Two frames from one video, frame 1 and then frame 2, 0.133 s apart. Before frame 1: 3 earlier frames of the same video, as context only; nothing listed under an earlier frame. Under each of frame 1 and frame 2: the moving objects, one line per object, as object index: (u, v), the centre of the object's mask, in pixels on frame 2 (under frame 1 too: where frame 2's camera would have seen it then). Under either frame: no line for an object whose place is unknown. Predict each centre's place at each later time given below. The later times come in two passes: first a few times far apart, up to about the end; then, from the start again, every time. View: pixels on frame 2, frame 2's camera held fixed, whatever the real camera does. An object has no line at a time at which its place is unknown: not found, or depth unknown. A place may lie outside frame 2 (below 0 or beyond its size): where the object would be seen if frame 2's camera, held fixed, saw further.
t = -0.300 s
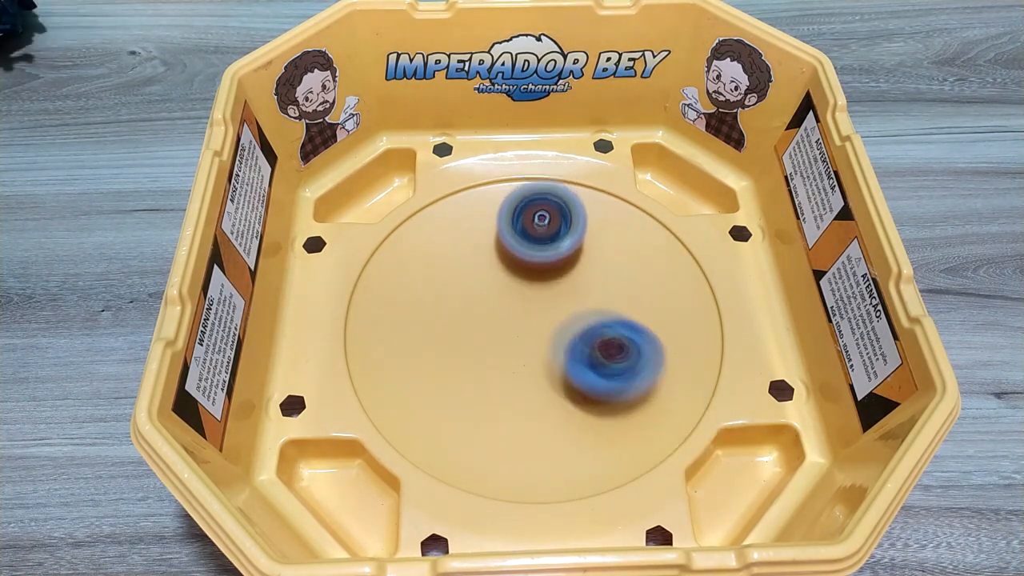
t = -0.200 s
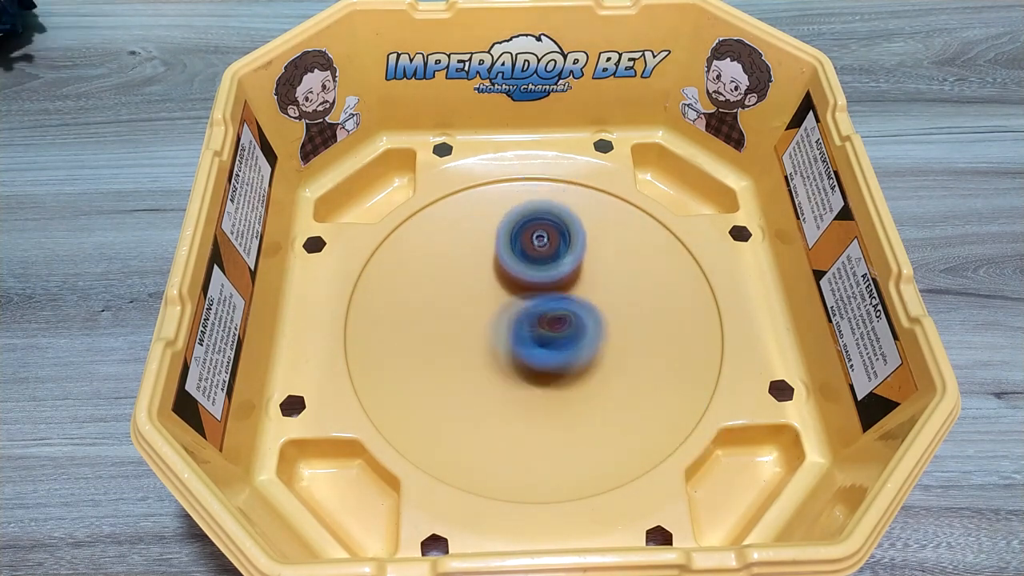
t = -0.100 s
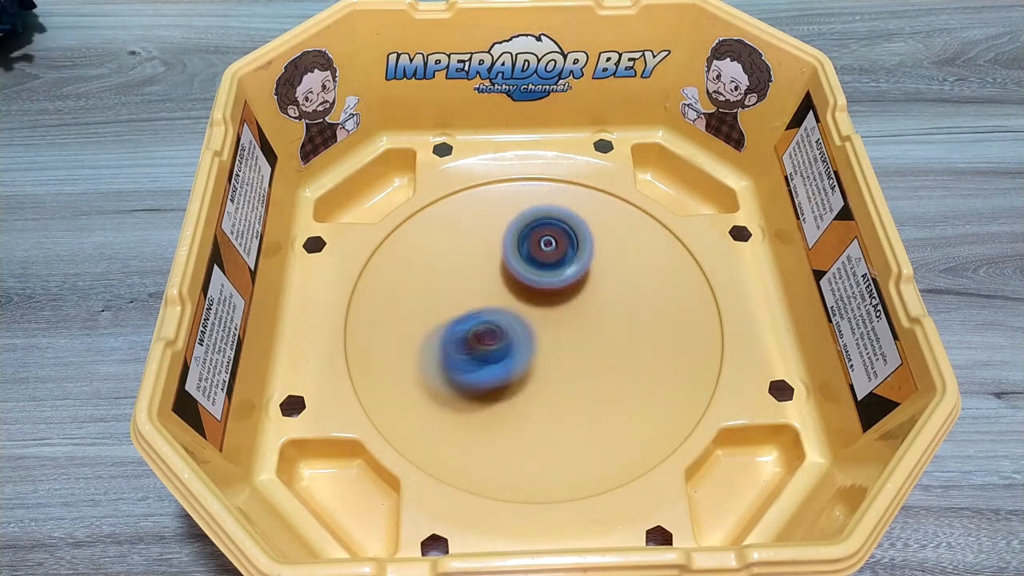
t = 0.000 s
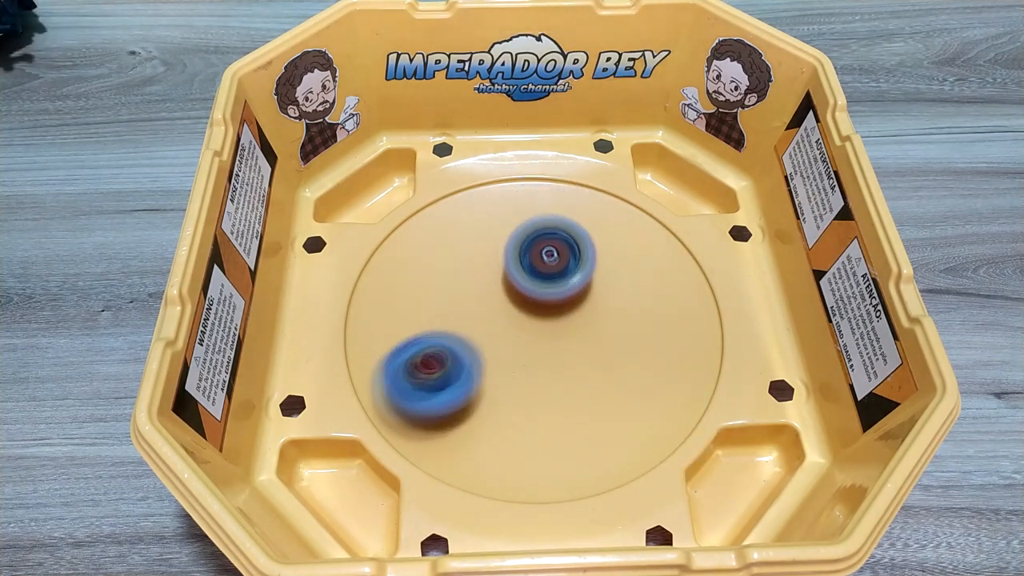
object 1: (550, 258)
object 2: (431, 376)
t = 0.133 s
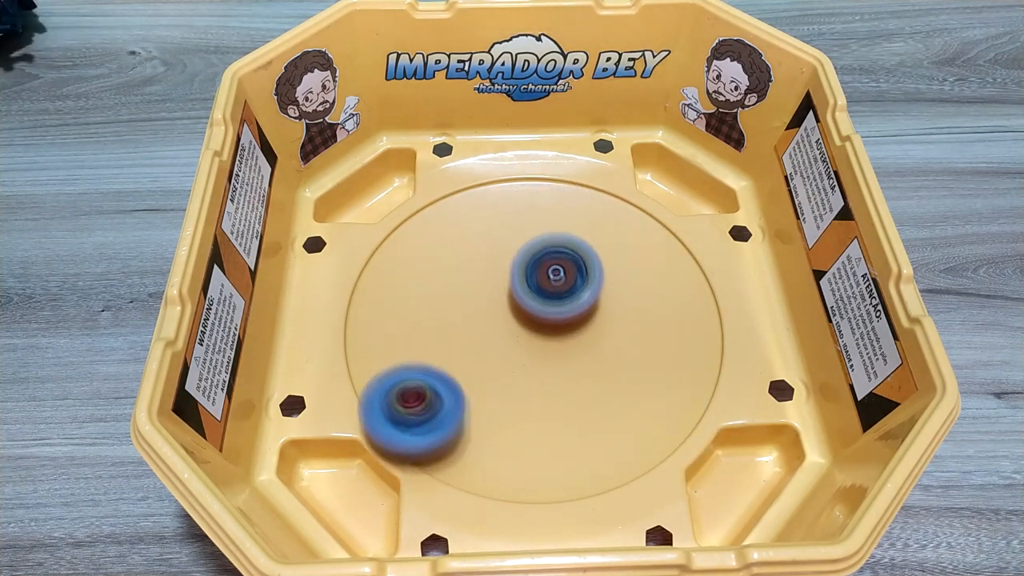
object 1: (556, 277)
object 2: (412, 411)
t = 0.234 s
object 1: (562, 292)
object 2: (442, 427)
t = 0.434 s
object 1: (572, 317)
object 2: (520, 403)
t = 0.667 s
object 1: (602, 282)
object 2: (469, 341)
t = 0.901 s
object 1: (567, 301)
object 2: (427, 310)
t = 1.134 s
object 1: (554, 336)
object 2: (412, 321)
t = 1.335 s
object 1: (560, 353)
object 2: (466, 316)
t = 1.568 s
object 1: (566, 354)
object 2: (491, 250)
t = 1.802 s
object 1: (548, 342)
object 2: (462, 230)
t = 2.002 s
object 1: (537, 362)
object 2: (472, 265)
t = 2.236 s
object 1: (575, 395)
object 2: (510, 241)
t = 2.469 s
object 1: (573, 359)
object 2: (544, 240)
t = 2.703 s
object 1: (541, 337)
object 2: (572, 255)
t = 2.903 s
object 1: (504, 339)
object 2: (605, 260)
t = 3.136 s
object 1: (486, 337)
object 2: (607, 278)
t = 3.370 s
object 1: (481, 327)
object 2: (605, 326)
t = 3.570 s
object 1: (487, 312)
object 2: (620, 353)
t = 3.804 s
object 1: (500, 297)
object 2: (599, 351)
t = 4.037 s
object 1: (490, 264)
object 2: (580, 398)
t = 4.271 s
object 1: (504, 275)
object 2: (580, 381)
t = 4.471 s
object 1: (520, 234)
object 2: (545, 445)
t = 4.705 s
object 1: (519, 232)
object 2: (574, 445)
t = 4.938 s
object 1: (520, 251)
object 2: (533, 371)
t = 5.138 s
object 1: (535, 275)
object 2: (450, 343)
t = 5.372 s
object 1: (541, 306)
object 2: (394, 349)
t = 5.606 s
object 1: (545, 327)
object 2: (447, 352)
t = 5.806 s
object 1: (596, 333)
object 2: (414, 310)
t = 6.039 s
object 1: (581, 341)
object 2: (424, 287)
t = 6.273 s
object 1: (553, 341)
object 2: (486, 264)
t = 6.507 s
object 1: (528, 330)
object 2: (536, 234)
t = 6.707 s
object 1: (519, 316)
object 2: (553, 224)
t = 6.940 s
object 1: (487, 349)
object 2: (596, 209)
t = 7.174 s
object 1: (500, 340)
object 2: (583, 221)
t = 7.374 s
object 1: (495, 331)
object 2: (606, 286)
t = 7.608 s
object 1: (490, 330)
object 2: (637, 348)
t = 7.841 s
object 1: (501, 324)
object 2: (637, 396)
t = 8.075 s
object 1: (520, 320)
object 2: (582, 408)
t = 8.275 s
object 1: (532, 312)
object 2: (510, 405)
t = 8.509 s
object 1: (535, 313)
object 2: (444, 384)
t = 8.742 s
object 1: (535, 314)
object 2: (420, 343)
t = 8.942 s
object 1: (537, 314)
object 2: (433, 299)
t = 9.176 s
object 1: (538, 318)
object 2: (463, 252)
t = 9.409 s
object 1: (531, 321)
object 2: (500, 229)
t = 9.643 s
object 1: (517, 335)
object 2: (561, 228)
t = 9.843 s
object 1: (507, 341)
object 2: (598, 225)
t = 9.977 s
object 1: (514, 335)
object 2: (609, 246)
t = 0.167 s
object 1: (557, 282)
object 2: (418, 417)
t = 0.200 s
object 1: (560, 287)
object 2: (429, 423)
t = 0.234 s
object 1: (562, 292)
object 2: (442, 427)
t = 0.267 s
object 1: (564, 298)
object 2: (457, 430)
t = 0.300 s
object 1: (565, 302)
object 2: (476, 431)
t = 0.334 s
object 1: (567, 307)
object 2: (490, 429)
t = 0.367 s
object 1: (569, 311)
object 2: (503, 422)
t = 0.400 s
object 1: (570, 315)
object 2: (513, 412)
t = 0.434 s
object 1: (572, 317)
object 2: (520, 403)
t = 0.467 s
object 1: (580, 315)
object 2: (519, 395)
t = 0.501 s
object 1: (588, 308)
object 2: (511, 389)
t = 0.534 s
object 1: (595, 301)
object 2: (502, 380)
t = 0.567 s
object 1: (600, 295)
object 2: (494, 370)
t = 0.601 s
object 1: (603, 289)
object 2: (487, 359)
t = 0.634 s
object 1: (603, 285)
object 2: (478, 350)
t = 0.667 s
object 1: (602, 282)
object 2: (469, 341)
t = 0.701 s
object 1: (599, 280)
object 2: (463, 333)
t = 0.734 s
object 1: (594, 279)
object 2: (454, 325)
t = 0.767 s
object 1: (588, 281)
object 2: (447, 320)
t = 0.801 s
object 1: (581, 285)
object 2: (442, 316)
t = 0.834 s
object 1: (575, 289)
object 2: (436, 313)
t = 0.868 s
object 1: (570, 295)
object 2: (431, 311)
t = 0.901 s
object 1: (567, 301)
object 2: (427, 310)
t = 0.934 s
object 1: (564, 306)
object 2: (423, 310)
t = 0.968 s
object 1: (561, 311)
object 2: (418, 310)
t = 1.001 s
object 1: (558, 316)
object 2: (415, 311)
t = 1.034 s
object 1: (556, 322)
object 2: (412, 313)
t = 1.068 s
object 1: (555, 327)
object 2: (410, 315)
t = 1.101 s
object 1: (554, 332)
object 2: (410, 318)
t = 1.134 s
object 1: (554, 336)
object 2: (412, 321)
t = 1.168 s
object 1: (554, 340)
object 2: (416, 324)
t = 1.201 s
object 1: (554, 343)
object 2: (425, 327)
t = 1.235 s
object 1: (555, 346)
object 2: (435, 329)
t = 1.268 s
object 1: (555, 348)
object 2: (447, 328)
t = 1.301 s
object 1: (556, 350)
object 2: (458, 324)
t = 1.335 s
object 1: (560, 353)
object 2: (466, 316)
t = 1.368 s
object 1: (564, 355)
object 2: (473, 306)
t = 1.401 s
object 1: (566, 356)
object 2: (480, 296)
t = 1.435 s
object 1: (568, 357)
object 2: (484, 286)
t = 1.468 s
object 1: (569, 356)
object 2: (488, 276)
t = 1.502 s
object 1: (568, 356)
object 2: (490, 267)
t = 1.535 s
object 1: (568, 355)
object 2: (491, 258)
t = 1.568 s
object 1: (566, 354)
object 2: (491, 250)
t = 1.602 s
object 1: (565, 352)
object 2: (490, 244)
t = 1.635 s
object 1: (564, 350)
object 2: (488, 238)
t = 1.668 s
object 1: (561, 348)
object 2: (484, 233)
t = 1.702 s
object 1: (559, 346)
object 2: (480, 230)
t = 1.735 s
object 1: (555, 345)
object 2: (475, 227)
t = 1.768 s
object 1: (552, 343)
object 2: (469, 227)
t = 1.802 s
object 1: (548, 342)
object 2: (462, 230)
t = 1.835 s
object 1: (544, 342)
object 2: (457, 236)
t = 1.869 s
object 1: (540, 342)
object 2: (455, 245)
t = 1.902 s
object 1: (537, 341)
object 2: (456, 254)
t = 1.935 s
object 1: (533, 341)
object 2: (461, 264)
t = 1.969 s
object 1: (531, 348)
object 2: (468, 270)
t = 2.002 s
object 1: (537, 362)
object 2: (472, 265)
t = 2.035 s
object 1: (545, 379)
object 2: (475, 257)
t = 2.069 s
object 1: (552, 390)
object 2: (481, 252)
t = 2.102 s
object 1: (557, 396)
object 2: (487, 250)
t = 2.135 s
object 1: (563, 399)
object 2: (493, 248)
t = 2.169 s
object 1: (567, 400)
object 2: (499, 245)
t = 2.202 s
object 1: (572, 398)
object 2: (505, 243)
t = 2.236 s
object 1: (575, 395)
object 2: (510, 241)
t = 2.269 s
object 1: (577, 391)
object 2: (516, 240)
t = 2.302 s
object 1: (580, 385)
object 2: (520, 239)
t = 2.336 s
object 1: (580, 379)
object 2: (525, 239)
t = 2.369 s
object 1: (579, 373)
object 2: (530, 239)
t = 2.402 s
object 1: (578, 367)
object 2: (535, 239)
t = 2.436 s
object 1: (576, 363)
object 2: (539, 239)
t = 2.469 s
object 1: (573, 359)
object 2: (544, 240)
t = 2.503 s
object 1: (569, 355)
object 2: (548, 242)
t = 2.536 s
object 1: (565, 352)
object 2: (553, 243)
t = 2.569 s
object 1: (561, 349)
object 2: (556, 245)
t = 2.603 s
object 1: (556, 346)
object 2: (561, 247)
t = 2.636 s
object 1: (551, 342)
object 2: (565, 249)
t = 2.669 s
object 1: (546, 339)
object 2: (569, 251)
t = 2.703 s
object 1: (541, 337)
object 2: (572, 255)
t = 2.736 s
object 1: (537, 334)
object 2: (576, 257)
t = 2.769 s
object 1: (530, 333)
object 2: (581, 260)
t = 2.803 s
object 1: (522, 335)
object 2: (588, 260)
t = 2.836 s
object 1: (515, 337)
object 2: (595, 260)
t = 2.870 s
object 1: (508, 338)
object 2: (600, 260)
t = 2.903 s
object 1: (504, 339)
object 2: (605, 260)
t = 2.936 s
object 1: (499, 339)
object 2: (607, 261)
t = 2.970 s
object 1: (496, 340)
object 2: (609, 262)
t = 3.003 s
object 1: (493, 339)
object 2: (610, 264)
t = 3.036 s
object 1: (491, 339)
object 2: (610, 265)
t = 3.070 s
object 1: (489, 339)
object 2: (609, 269)
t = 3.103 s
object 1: (487, 338)
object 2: (608, 273)
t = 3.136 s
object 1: (486, 337)
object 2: (607, 278)
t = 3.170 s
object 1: (484, 336)
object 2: (605, 284)
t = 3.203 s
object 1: (484, 335)
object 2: (604, 290)
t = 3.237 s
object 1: (483, 334)
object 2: (603, 297)
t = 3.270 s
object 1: (482, 332)
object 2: (602, 304)
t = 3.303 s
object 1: (482, 330)
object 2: (602, 311)
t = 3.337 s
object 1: (481, 328)
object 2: (603, 319)
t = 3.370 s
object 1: (481, 327)
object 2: (605, 326)
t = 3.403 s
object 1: (482, 324)
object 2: (607, 333)
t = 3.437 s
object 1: (483, 322)
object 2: (610, 339)
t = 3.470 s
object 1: (483, 319)
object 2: (613, 344)
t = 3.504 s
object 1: (485, 317)
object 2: (616, 348)
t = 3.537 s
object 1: (486, 315)
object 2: (618, 351)
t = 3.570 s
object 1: (487, 312)
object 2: (620, 353)
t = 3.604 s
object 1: (489, 310)
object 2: (621, 355)
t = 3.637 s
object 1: (490, 308)
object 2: (621, 355)
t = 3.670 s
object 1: (492, 305)
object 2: (621, 355)
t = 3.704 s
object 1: (494, 303)
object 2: (618, 354)
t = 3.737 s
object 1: (496, 301)
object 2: (613, 353)
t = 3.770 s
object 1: (498, 299)
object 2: (606, 352)
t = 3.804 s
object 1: (500, 297)
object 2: (599, 351)
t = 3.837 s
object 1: (502, 295)
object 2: (589, 352)
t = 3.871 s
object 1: (503, 293)
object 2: (582, 356)
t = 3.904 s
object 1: (500, 285)
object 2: (578, 364)
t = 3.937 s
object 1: (495, 277)
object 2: (577, 375)
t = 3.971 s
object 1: (493, 271)
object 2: (577, 384)
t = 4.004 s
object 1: (491, 267)
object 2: (578, 392)
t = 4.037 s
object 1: (490, 264)
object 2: (580, 398)
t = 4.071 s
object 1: (490, 263)
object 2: (583, 401)
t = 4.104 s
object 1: (491, 263)
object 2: (585, 403)
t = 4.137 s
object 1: (492, 265)
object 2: (587, 403)
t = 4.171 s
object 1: (494, 267)
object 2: (588, 401)
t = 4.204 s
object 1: (497, 269)
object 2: (587, 396)
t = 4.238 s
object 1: (500, 272)
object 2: (585, 388)
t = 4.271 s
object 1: (504, 275)
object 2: (580, 381)
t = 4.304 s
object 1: (508, 278)
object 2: (572, 374)
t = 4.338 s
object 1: (513, 281)
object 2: (561, 367)
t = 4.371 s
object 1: (517, 275)
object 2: (553, 379)
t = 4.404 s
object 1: (518, 258)
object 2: (549, 402)
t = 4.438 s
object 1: (519, 246)
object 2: (546, 427)
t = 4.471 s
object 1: (520, 234)
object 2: (545, 445)
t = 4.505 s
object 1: (521, 230)
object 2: (546, 457)
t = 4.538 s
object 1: (521, 229)
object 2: (550, 465)
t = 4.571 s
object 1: (521, 229)
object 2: (554, 468)
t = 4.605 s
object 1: (521, 229)
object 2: (559, 467)
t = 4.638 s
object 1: (520, 230)
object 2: (565, 461)
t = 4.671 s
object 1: (519, 231)
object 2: (570, 453)
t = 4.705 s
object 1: (519, 232)
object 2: (574, 445)
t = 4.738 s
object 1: (518, 233)
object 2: (576, 434)
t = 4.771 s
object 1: (518, 234)
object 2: (575, 424)
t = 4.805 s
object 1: (518, 236)
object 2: (572, 414)
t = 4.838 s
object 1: (518, 239)
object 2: (566, 403)
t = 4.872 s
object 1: (518, 242)
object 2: (557, 391)
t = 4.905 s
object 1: (519, 246)
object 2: (546, 381)
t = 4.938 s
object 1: (520, 251)
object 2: (533, 371)
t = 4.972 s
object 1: (521, 256)
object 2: (520, 362)
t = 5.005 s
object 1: (523, 261)
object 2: (509, 353)
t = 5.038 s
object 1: (526, 265)
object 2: (494, 347)
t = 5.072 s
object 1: (530, 268)
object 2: (478, 346)
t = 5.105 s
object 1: (533, 271)
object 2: (463, 344)
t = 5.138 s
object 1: (535, 275)
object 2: (450, 343)
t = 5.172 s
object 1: (536, 279)
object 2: (438, 342)
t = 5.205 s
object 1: (537, 283)
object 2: (428, 342)
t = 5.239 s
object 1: (538, 288)
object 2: (418, 342)
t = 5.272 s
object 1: (539, 293)
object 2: (410, 342)
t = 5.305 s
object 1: (540, 297)
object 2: (403, 344)
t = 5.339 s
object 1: (540, 301)
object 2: (397, 346)
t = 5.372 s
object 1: (541, 306)
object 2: (394, 349)
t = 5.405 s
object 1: (542, 310)
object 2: (393, 353)
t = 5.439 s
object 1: (542, 313)
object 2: (394, 357)
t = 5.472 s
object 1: (543, 317)
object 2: (400, 360)
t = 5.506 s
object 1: (543, 319)
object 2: (410, 362)
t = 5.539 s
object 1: (544, 322)
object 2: (422, 361)
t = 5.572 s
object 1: (544, 325)
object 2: (436, 358)
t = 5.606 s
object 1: (545, 327)
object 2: (447, 352)
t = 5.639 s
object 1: (562, 329)
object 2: (439, 343)
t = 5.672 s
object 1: (577, 329)
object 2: (431, 335)
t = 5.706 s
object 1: (587, 330)
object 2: (426, 328)
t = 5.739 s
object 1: (593, 331)
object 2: (421, 321)
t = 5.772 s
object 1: (595, 332)
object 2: (417, 315)
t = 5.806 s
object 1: (596, 333)
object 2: (414, 310)
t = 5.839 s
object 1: (596, 334)
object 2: (412, 305)
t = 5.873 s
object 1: (594, 336)
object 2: (411, 301)
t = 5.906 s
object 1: (592, 337)
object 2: (411, 297)
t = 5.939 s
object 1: (590, 338)
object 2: (412, 295)
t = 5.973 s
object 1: (587, 339)
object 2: (414, 292)
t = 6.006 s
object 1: (584, 340)
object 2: (418, 289)
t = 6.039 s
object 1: (581, 341)
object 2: (424, 287)
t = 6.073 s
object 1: (577, 342)
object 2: (431, 284)
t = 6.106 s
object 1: (574, 342)
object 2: (439, 282)
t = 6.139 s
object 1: (569, 343)
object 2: (448, 279)
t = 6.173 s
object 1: (565, 343)
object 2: (457, 276)
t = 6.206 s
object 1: (561, 343)
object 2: (467, 272)
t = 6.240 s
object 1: (557, 342)
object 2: (476, 269)
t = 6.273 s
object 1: (553, 341)
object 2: (486, 264)
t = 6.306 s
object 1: (550, 340)
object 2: (495, 260)
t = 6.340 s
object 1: (546, 339)
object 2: (503, 256)
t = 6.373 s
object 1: (542, 337)
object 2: (511, 252)
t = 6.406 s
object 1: (538, 336)
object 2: (518, 247)
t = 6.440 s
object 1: (534, 334)
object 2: (525, 242)
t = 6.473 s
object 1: (531, 332)
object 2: (531, 238)
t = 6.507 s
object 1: (528, 330)
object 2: (536, 234)
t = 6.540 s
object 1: (525, 327)
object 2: (541, 231)
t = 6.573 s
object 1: (523, 326)
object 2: (544, 227)
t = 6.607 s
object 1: (521, 322)
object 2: (548, 224)
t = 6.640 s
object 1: (520, 320)
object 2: (550, 223)
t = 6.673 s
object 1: (519, 319)
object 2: (552, 222)
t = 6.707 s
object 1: (519, 316)
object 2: (553, 224)
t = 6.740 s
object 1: (519, 315)
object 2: (554, 227)
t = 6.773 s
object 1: (520, 313)
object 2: (554, 232)
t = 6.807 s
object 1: (518, 315)
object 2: (557, 237)
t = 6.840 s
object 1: (506, 328)
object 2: (571, 229)
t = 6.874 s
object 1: (496, 338)
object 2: (583, 220)
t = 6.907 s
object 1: (489, 346)
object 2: (591, 214)
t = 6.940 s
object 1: (487, 349)
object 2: (596, 209)
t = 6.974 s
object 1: (486, 351)
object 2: (599, 204)
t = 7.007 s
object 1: (487, 350)
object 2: (600, 201)
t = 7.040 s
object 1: (488, 349)
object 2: (599, 199)
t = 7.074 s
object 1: (490, 347)
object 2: (596, 200)
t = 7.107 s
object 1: (493, 346)
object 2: (591, 204)
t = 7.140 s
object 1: (496, 343)
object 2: (586, 211)
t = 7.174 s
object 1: (500, 340)
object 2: (583, 221)
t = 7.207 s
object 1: (504, 337)
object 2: (580, 232)
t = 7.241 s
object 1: (507, 333)
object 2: (579, 245)
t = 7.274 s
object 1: (512, 330)
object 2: (579, 258)
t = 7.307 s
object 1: (513, 327)
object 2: (580, 270)
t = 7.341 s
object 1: (503, 329)
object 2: (594, 278)
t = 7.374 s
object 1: (495, 331)
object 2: (606, 286)
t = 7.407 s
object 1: (491, 331)
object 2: (614, 295)
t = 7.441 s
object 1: (490, 331)
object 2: (619, 304)
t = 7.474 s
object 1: (489, 331)
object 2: (624, 314)
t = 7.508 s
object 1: (489, 331)
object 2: (629, 323)
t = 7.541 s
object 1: (489, 330)
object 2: (632, 332)
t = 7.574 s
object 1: (490, 330)
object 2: (635, 340)
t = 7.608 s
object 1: (490, 330)
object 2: (637, 348)
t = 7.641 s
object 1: (491, 329)
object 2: (639, 356)
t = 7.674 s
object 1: (492, 329)
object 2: (640, 364)
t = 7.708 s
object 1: (493, 328)
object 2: (641, 371)
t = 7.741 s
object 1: (494, 327)
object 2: (641, 378)
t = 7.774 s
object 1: (496, 327)
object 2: (640, 385)
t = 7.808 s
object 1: (498, 325)
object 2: (639, 390)
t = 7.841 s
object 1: (501, 324)
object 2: (637, 396)
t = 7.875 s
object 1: (504, 323)
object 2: (633, 401)
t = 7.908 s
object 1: (506, 322)
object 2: (628, 405)
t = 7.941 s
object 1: (509, 322)
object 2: (621, 407)
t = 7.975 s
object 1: (512, 321)
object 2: (613, 409)
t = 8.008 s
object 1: (515, 321)
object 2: (603, 409)
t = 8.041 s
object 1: (517, 320)
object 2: (593, 409)
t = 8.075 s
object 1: (520, 320)
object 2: (582, 408)
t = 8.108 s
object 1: (523, 319)
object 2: (570, 407)
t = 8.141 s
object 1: (525, 319)
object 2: (557, 406)
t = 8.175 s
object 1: (527, 318)
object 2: (545, 406)
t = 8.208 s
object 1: (529, 315)
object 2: (533, 406)
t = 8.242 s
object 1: (530, 313)
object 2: (522, 406)
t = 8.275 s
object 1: (532, 312)
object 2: (510, 405)
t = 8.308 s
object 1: (533, 311)
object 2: (500, 404)
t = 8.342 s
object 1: (534, 311)
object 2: (490, 402)
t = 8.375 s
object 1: (535, 311)
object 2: (480, 399)
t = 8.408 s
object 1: (535, 312)
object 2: (470, 396)
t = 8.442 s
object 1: (536, 312)
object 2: (460, 392)
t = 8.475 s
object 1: (536, 313)
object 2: (452, 388)
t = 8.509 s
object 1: (535, 313)
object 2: (444, 384)
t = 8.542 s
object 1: (535, 314)
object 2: (437, 380)
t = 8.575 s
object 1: (535, 314)
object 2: (432, 375)
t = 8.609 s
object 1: (535, 315)
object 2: (428, 369)
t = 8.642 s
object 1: (535, 315)
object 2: (425, 363)
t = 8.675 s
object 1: (535, 315)
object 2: (422, 356)
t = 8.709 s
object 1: (535, 315)
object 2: (420, 349)
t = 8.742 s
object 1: (535, 314)
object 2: (420, 343)
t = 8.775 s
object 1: (536, 314)
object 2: (421, 335)
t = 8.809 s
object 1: (536, 314)
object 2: (422, 328)
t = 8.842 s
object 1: (537, 314)
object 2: (424, 320)
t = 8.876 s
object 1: (537, 314)
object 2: (427, 313)
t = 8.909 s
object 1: (537, 314)
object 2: (430, 306)
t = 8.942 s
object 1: (537, 314)
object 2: (433, 299)
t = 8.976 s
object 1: (537, 314)
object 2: (437, 293)
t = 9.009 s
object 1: (537, 314)
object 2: (442, 286)
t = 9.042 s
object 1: (537, 314)
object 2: (447, 279)
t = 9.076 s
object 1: (536, 313)
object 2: (452, 272)
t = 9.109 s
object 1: (537, 314)
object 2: (455, 265)
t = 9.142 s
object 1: (538, 316)
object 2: (459, 258)
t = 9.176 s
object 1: (538, 318)
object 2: (463, 252)
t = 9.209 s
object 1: (538, 319)
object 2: (468, 246)
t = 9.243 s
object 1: (537, 320)
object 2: (472, 241)
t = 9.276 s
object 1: (536, 321)
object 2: (477, 236)
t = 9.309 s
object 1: (535, 321)
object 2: (482, 233)
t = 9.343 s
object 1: (534, 321)
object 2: (488, 231)
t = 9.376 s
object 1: (533, 321)
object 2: (494, 229)
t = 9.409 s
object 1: (531, 321)
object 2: (500, 229)
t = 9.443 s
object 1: (530, 321)
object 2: (507, 229)
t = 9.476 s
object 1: (529, 320)
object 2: (514, 231)
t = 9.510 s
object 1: (528, 320)
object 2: (522, 232)
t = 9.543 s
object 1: (527, 319)
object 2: (530, 235)
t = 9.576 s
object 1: (526, 319)
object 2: (538, 237)
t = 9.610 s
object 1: (521, 327)
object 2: (549, 232)
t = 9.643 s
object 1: (517, 335)
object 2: (561, 228)
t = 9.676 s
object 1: (514, 339)
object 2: (571, 225)
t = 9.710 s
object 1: (511, 341)
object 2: (578, 222)
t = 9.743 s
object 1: (509, 343)
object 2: (582, 221)
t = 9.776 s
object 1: (508, 343)
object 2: (588, 222)
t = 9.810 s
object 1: (507, 342)
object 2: (593, 223)
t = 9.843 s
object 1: (507, 341)
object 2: (598, 225)
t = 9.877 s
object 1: (508, 339)
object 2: (601, 228)
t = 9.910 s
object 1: (510, 338)
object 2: (604, 234)
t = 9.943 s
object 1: (512, 337)
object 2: (607, 239)
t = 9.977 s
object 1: (514, 335)
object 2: (609, 246)
